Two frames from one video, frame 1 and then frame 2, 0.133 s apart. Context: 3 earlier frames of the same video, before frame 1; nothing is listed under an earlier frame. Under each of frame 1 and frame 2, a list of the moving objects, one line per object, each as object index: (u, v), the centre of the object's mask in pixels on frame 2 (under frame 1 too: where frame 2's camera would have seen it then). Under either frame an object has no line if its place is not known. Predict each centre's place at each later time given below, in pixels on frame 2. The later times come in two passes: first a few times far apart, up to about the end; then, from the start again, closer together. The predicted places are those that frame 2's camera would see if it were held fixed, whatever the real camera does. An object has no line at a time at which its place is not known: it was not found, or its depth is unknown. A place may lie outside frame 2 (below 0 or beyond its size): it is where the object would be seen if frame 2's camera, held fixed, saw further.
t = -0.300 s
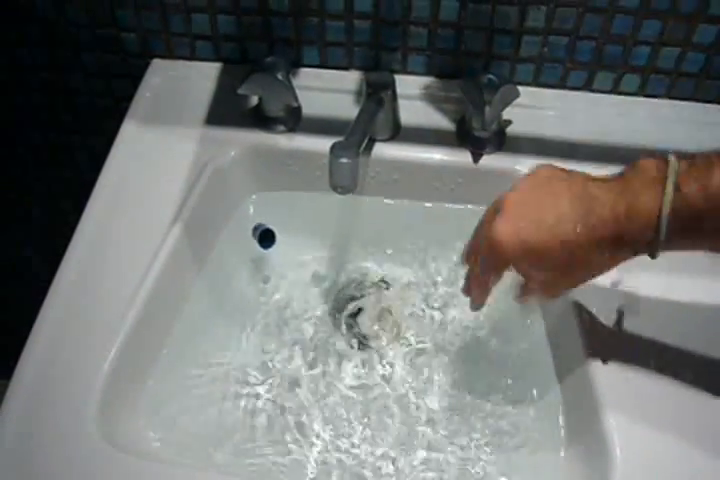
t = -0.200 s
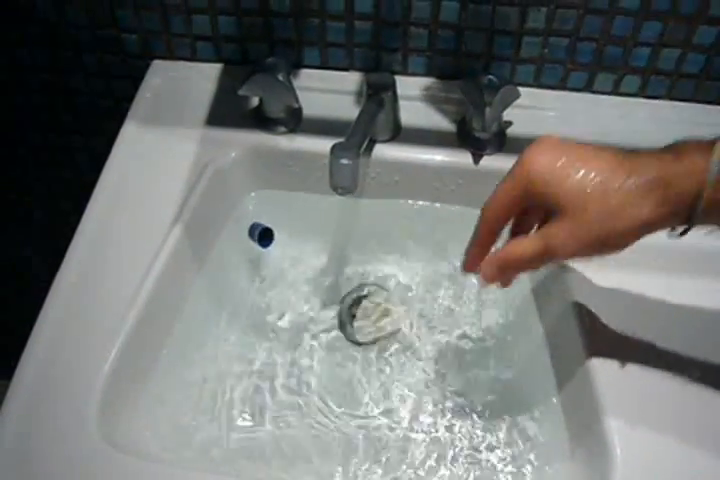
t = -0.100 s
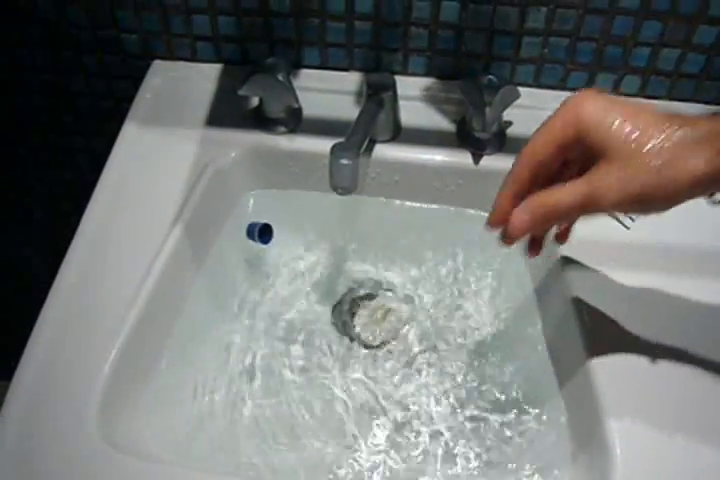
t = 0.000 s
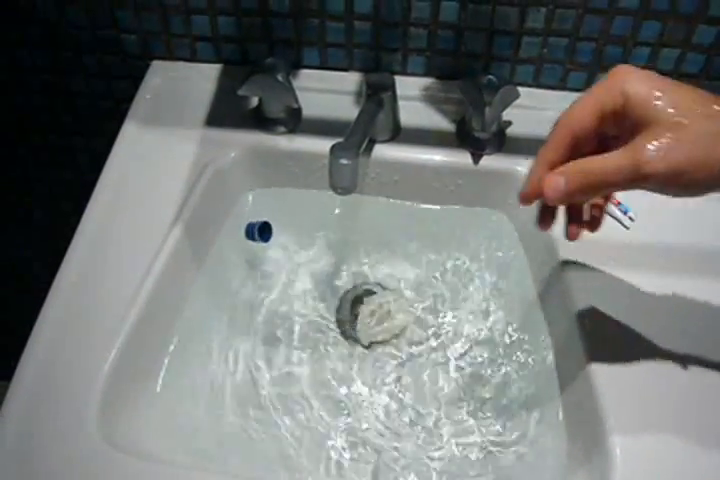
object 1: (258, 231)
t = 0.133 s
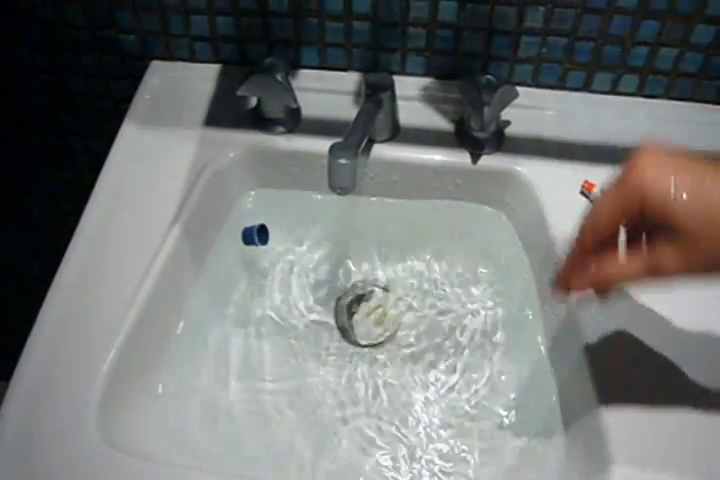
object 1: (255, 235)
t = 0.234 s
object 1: (254, 240)
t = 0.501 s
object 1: (243, 242)
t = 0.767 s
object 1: (244, 248)
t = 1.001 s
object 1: (234, 253)
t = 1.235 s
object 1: (228, 261)
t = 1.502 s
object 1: (224, 268)
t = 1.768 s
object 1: (218, 278)
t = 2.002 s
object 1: (212, 288)
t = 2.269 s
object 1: (208, 289)
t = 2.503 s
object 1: (205, 309)
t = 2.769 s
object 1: (201, 306)
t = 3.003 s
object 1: (197, 316)
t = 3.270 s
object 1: (190, 324)
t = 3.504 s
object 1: (192, 324)
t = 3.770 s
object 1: (192, 327)
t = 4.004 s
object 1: (191, 325)
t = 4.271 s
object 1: (193, 325)
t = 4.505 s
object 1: (192, 325)
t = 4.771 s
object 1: (191, 329)
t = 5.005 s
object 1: (193, 320)
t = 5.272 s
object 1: (194, 325)
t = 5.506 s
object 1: (195, 324)
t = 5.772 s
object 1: (194, 322)
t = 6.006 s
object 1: (196, 324)
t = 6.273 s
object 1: (197, 319)
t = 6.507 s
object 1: (196, 323)
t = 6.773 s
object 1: (196, 320)
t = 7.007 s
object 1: (198, 322)
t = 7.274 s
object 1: (197, 322)
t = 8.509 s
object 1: (200, 318)
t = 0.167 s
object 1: (255, 237)
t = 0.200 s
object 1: (255, 238)
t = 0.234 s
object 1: (254, 240)
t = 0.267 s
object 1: (254, 241)
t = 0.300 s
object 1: (254, 242)
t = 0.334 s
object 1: (254, 244)
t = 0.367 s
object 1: (253, 244)
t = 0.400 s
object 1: (251, 244)
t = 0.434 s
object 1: (248, 243)
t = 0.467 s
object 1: (246, 243)
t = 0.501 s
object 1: (243, 242)
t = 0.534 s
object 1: (241, 243)
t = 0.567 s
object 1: (241, 243)
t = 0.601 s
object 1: (242, 244)
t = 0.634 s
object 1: (243, 244)
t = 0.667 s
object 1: (244, 245)
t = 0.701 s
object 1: (245, 246)
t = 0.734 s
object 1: (245, 247)
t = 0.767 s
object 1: (244, 248)
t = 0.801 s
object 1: (242, 249)
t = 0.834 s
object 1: (240, 250)
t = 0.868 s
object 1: (237, 250)
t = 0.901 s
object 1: (235, 250)
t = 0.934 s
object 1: (234, 251)
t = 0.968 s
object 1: (233, 252)
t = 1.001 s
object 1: (234, 253)
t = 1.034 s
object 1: (235, 255)
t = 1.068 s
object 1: (236, 258)
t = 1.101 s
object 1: (236, 259)
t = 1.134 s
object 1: (235, 260)
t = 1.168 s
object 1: (233, 261)
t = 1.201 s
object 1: (230, 261)
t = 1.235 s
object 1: (228, 261)
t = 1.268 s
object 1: (227, 261)
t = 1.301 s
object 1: (226, 262)
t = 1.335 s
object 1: (226, 263)
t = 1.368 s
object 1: (226, 264)
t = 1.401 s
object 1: (225, 265)
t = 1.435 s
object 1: (225, 266)
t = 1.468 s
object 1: (224, 267)
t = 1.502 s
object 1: (224, 268)
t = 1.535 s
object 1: (223, 268)
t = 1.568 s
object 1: (223, 268)
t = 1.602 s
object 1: (223, 268)
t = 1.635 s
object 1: (222, 269)
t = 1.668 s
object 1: (221, 271)
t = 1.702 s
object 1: (220, 273)
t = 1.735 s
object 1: (219, 275)
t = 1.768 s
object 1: (218, 278)
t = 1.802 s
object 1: (217, 282)
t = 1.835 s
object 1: (217, 284)
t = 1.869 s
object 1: (216, 287)
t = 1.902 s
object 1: (215, 288)
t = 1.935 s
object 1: (214, 288)
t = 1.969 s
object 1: (213, 288)
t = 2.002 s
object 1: (212, 288)
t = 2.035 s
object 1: (212, 288)
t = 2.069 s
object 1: (212, 288)
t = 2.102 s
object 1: (212, 288)
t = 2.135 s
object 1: (211, 288)
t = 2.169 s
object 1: (211, 288)
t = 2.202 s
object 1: (210, 288)
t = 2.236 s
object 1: (209, 288)
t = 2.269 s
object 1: (208, 289)
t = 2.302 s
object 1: (207, 291)
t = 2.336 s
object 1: (206, 293)
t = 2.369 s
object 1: (206, 296)
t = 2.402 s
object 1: (206, 299)
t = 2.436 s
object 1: (206, 303)
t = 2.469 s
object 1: (206, 306)
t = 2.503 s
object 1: (205, 309)
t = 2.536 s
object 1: (205, 310)
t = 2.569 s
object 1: (204, 310)
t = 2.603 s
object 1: (203, 311)
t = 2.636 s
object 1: (203, 309)
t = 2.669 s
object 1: (202, 308)
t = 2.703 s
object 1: (201, 307)
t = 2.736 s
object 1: (201, 306)
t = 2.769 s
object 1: (201, 306)
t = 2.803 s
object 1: (201, 306)
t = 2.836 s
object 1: (201, 308)
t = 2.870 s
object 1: (202, 310)
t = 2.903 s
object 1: (201, 312)
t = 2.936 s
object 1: (200, 314)
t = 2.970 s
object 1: (199, 315)
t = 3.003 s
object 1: (197, 316)
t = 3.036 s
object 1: (195, 317)
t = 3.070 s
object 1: (193, 318)
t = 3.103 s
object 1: (191, 320)
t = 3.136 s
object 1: (189, 321)
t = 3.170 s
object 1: (189, 322)
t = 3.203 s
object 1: (189, 323)
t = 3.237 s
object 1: (189, 324)
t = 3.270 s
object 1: (190, 324)
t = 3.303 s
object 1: (191, 324)
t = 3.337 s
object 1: (192, 324)
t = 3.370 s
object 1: (192, 324)
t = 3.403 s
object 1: (193, 323)
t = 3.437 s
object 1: (193, 323)
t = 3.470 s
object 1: (192, 323)
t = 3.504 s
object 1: (192, 324)
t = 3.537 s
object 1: (192, 324)
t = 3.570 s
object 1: (192, 325)
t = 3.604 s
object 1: (191, 326)
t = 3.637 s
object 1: (191, 327)
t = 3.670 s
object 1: (191, 328)
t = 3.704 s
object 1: (191, 328)
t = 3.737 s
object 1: (191, 328)
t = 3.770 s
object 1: (192, 327)
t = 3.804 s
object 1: (192, 327)
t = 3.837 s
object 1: (191, 326)
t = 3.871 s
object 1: (191, 326)
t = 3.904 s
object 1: (191, 326)
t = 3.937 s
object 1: (190, 326)
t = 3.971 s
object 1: (191, 326)
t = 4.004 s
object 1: (191, 325)
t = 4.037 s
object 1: (191, 325)
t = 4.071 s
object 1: (191, 324)
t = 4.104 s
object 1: (191, 323)
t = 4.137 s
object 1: (191, 323)
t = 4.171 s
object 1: (192, 323)
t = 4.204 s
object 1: (192, 323)
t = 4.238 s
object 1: (193, 324)
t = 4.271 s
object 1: (193, 325)
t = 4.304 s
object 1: (193, 326)
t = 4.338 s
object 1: (193, 327)
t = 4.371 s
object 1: (193, 327)
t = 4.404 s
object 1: (193, 327)
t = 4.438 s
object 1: (193, 327)
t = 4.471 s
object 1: (193, 326)
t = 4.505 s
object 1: (192, 325)
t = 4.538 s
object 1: (192, 325)
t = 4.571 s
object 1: (192, 325)
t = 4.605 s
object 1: (191, 326)
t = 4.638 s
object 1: (190, 327)
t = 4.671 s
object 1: (190, 328)
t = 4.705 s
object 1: (191, 329)
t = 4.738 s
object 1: (191, 330)
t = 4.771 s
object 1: (191, 329)
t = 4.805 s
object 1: (192, 328)
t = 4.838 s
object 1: (192, 326)
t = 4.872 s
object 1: (192, 324)
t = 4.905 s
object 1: (192, 322)
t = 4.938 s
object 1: (192, 320)
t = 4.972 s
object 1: (192, 320)
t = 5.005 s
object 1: (193, 320)
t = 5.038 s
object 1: (193, 321)
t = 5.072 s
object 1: (194, 322)
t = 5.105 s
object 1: (195, 323)
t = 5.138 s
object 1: (195, 324)
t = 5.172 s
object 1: (195, 325)
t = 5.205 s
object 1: (194, 325)
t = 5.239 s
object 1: (194, 325)
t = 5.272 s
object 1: (194, 325)
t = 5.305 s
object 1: (194, 325)
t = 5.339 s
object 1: (193, 325)
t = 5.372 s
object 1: (193, 325)
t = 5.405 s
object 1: (193, 325)
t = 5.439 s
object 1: (194, 325)
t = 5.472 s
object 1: (194, 324)
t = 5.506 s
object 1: (195, 324)
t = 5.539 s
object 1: (195, 323)
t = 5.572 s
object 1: (195, 322)
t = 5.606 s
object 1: (195, 321)
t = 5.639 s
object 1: (195, 321)
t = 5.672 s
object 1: (195, 321)
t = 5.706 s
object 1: (195, 321)
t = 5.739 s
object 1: (194, 322)
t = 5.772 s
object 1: (194, 322)
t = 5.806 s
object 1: (194, 322)
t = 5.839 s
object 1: (194, 322)
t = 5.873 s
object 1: (194, 323)
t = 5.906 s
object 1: (195, 323)
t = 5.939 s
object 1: (195, 323)
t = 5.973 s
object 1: (195, 323)
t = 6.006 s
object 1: (196, 324)
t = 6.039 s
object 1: (196, 324)
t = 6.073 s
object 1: (196, 324)
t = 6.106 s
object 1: (196, 323)
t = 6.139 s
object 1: (196, 323)
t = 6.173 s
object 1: (196, 323)
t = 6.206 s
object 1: (197, 321)
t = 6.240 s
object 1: (197, 320)
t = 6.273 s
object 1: (197, 319)
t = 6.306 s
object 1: (197, 319)
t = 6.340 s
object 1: (197, 318)
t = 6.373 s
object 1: (197, 319)
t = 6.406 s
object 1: (197, 320)
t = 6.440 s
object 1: (197, 321)
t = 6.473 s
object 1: (197, 322)
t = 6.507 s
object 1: (196, 323)
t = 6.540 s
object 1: (196, 323)
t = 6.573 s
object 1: (196, 323)
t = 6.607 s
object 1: (196, 323)
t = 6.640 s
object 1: (196, 322)
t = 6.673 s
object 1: (196, 321)
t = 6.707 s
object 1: (196, 321)
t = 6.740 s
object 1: (196, 320)
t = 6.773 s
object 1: (196, 320)
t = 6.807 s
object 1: (197, 320)
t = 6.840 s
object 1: (197, 320)
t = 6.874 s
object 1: (197, 321)
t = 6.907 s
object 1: (198, 321)
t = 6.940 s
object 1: (198, 321)
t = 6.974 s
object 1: (198, 322)
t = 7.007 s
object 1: (198, 322)
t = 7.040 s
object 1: (198, 322)
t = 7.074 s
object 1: (198, 322)
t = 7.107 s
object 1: (198, 322)
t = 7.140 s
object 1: (198, 322)
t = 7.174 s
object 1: (197, 322)
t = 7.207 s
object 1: (197, 322)
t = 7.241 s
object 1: (197, 322)
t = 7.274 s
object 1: (197, 322)
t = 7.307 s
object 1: (197, 322)
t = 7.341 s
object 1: (197, 321)
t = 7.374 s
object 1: (197, 321)
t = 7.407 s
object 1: (197, 321)
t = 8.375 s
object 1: (199, 321)
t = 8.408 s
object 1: (199, 320)
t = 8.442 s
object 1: (200, 319)
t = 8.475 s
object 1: (200, 319)
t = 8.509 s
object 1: (200, 318)
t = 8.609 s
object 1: (201, 319)
